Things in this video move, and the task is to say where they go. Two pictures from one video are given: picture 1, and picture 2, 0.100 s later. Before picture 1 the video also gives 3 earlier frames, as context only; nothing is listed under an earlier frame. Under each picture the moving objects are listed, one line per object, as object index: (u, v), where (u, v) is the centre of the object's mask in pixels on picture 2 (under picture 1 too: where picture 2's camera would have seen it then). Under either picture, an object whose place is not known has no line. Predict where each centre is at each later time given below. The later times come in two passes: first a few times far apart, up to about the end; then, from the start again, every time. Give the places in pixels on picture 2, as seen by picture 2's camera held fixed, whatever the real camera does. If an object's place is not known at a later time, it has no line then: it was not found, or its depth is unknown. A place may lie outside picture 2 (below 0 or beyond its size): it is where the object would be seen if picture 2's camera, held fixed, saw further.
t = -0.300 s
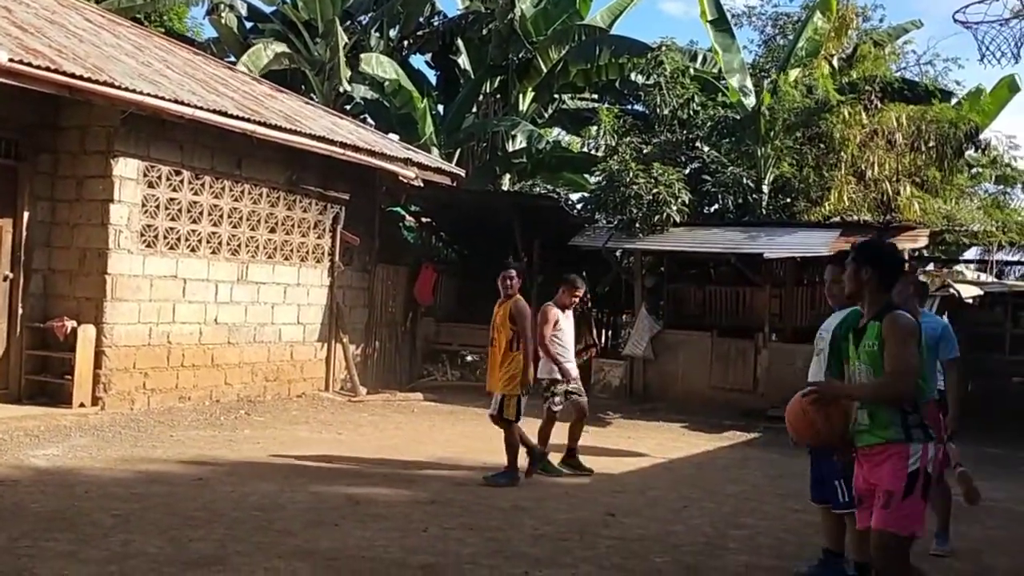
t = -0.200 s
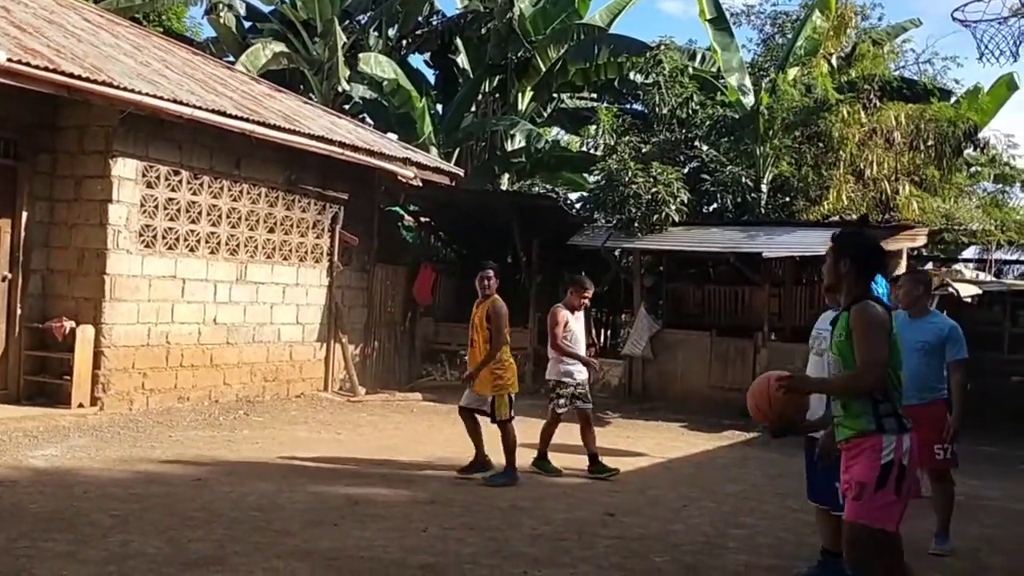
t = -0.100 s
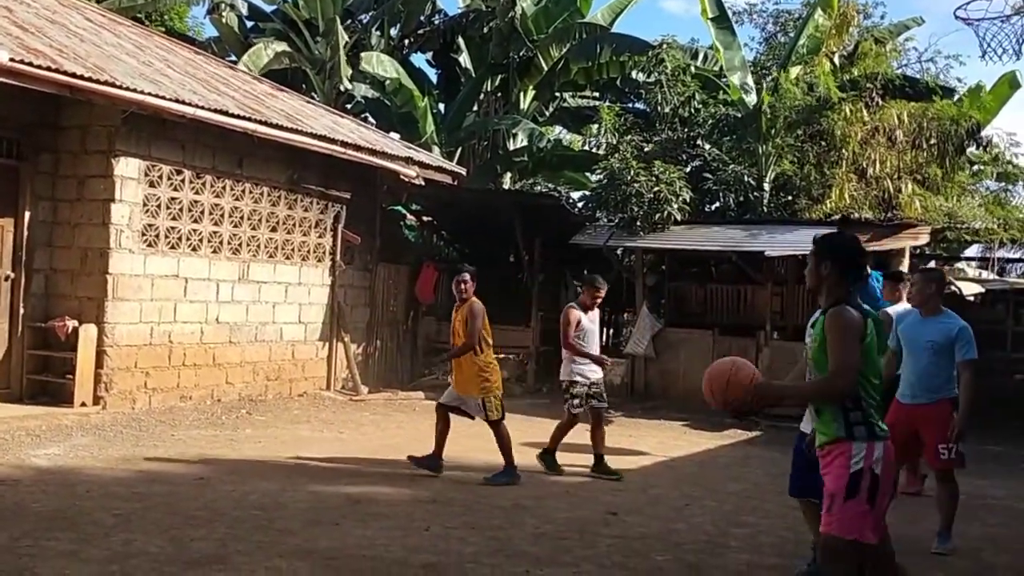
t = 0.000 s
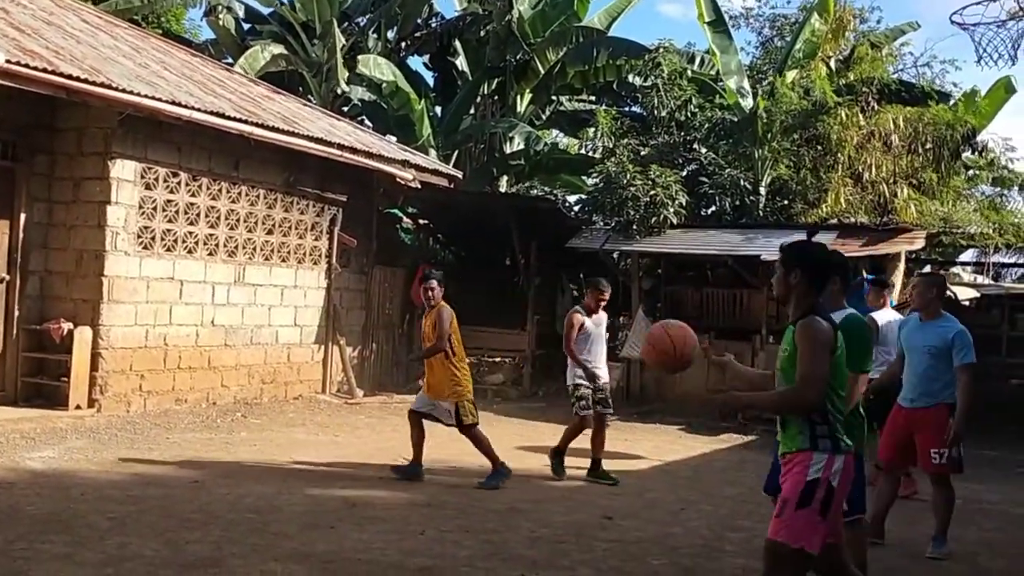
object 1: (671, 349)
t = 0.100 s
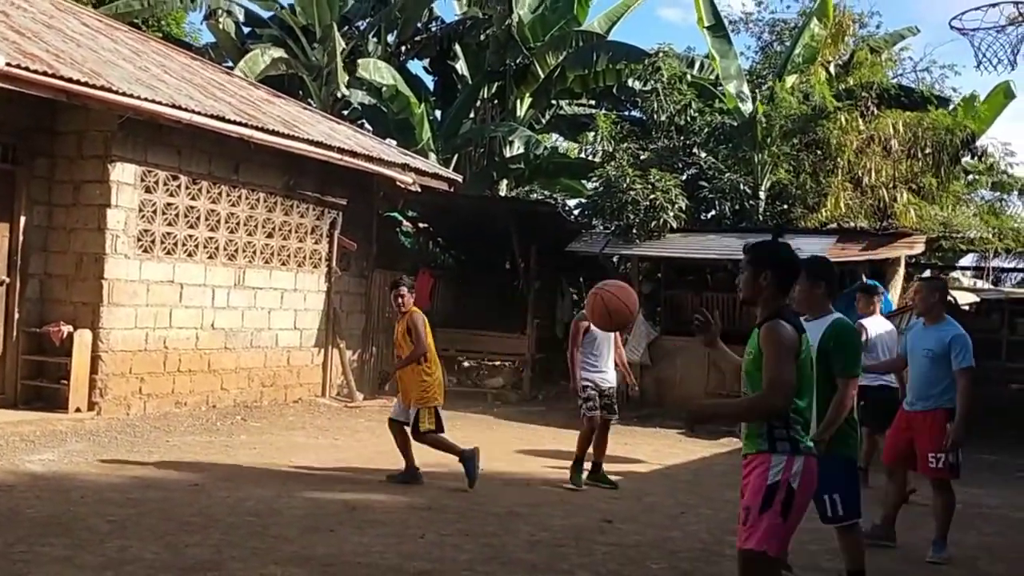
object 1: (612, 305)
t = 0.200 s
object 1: (557, 286)
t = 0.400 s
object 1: (460, 307)
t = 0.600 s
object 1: (372, 398)
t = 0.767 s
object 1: (305, 510)
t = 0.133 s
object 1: (592, 296)
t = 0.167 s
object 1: (574, 289)
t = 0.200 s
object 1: (557, 286)
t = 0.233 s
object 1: (539, 284)
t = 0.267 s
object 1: (523, 284)
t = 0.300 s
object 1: (507, 288)
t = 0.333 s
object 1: (491, 292)
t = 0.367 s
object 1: (475, 299)
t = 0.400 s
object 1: (460, 307)
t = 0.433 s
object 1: (445, 317)
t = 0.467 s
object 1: (429, 328)
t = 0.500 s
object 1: (415, 343)
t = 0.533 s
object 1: (400, 360)
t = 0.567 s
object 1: (387, 378)
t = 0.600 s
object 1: (372, 398)
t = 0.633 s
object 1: (357, 419)
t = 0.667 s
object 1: (344, 442)
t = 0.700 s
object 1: (330, 466)
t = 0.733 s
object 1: (318, 492)
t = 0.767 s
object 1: (305, 510)
